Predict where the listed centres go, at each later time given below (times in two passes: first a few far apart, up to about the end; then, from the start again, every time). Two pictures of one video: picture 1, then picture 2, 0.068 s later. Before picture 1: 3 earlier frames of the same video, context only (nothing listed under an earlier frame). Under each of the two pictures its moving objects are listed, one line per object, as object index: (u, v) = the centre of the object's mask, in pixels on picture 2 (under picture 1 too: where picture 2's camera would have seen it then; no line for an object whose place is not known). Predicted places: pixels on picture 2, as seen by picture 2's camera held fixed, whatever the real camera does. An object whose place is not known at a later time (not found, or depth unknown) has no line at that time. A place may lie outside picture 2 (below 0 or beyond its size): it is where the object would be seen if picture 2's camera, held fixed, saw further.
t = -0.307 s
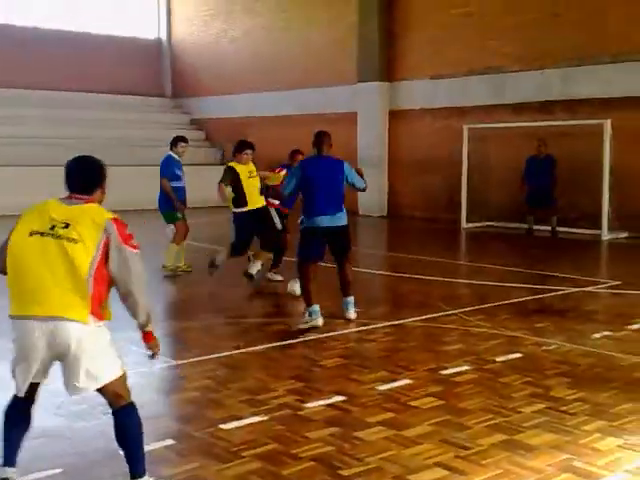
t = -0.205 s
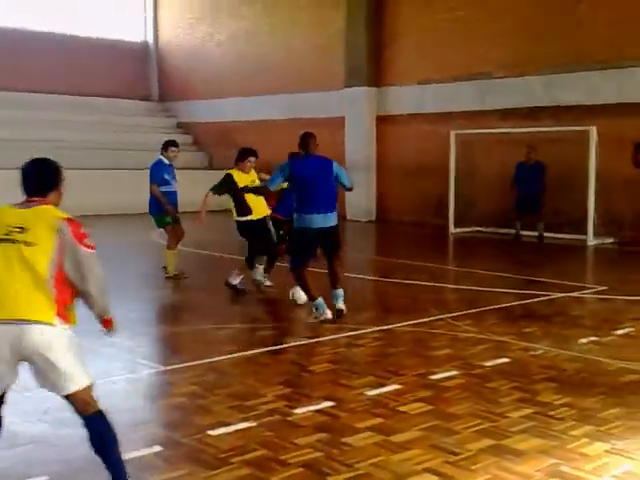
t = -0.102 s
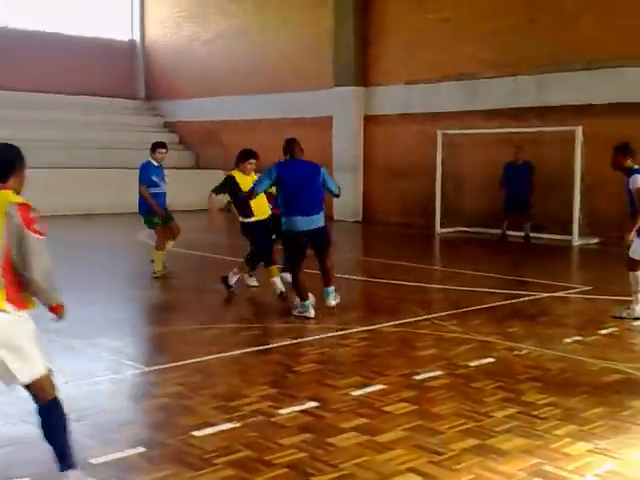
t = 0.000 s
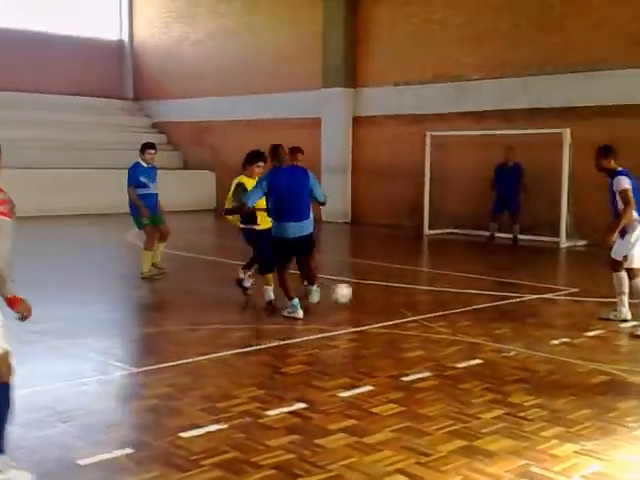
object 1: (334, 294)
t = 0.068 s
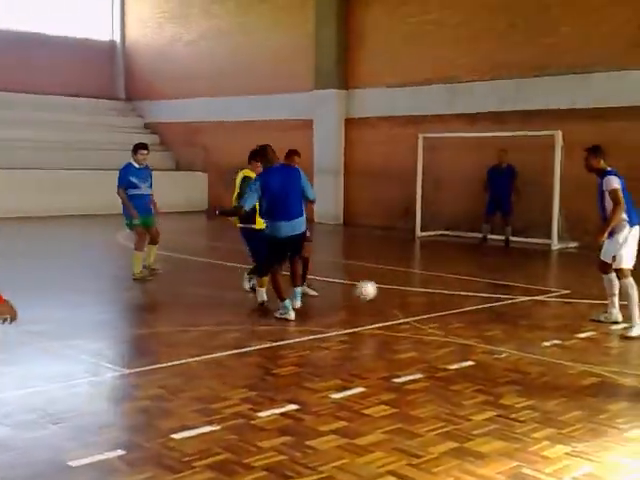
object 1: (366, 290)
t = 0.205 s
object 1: (430, 294)
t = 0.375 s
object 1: (508, 312)
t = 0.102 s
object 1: (382, 289)
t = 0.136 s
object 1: (398, 289)
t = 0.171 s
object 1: (415, 291)
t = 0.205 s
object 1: (430, 294)
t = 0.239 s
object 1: (444, 297)
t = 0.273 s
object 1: (460, 302)
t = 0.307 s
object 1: (476, 308)
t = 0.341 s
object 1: (491, 314)
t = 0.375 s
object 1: (508, 312)
